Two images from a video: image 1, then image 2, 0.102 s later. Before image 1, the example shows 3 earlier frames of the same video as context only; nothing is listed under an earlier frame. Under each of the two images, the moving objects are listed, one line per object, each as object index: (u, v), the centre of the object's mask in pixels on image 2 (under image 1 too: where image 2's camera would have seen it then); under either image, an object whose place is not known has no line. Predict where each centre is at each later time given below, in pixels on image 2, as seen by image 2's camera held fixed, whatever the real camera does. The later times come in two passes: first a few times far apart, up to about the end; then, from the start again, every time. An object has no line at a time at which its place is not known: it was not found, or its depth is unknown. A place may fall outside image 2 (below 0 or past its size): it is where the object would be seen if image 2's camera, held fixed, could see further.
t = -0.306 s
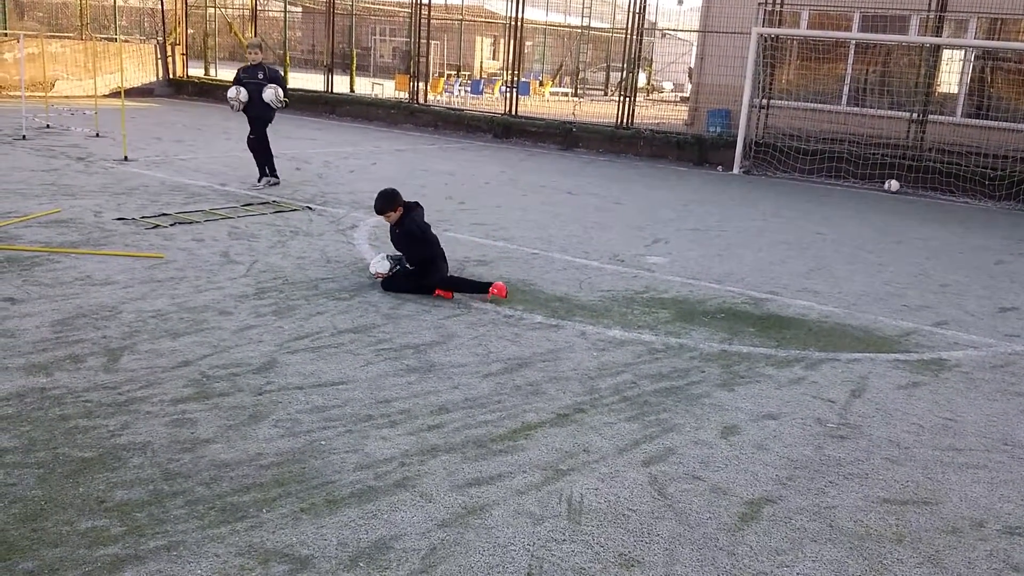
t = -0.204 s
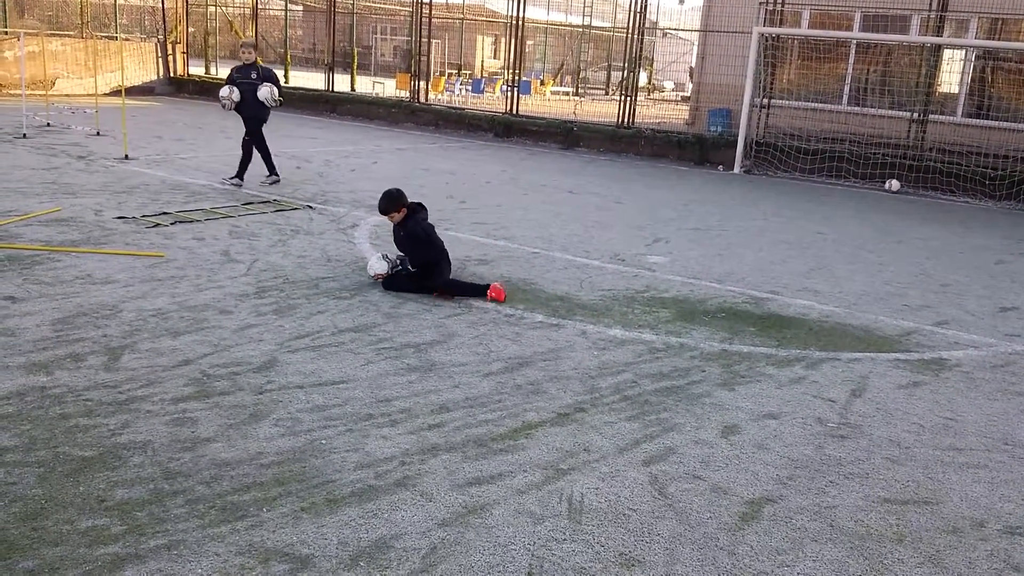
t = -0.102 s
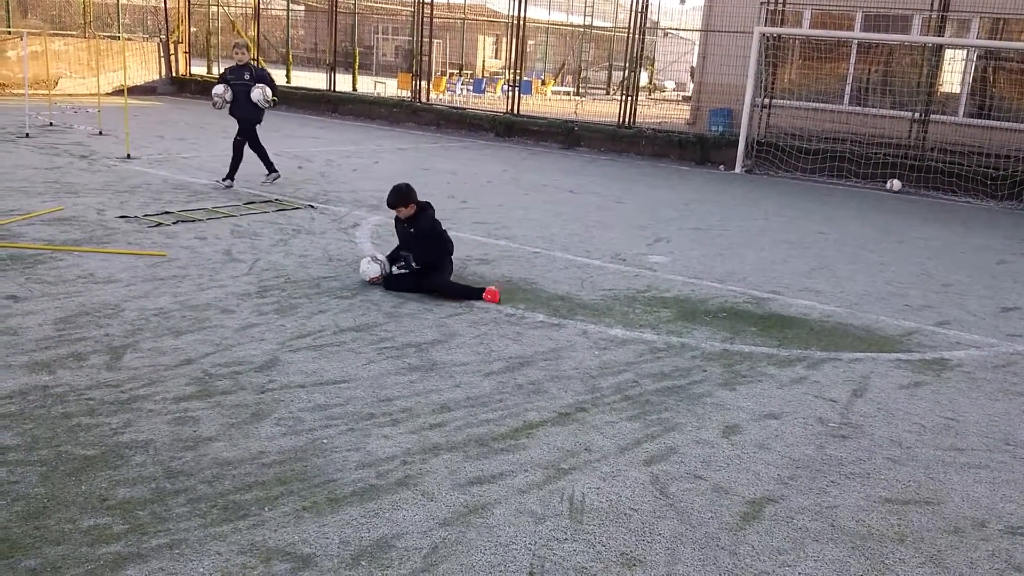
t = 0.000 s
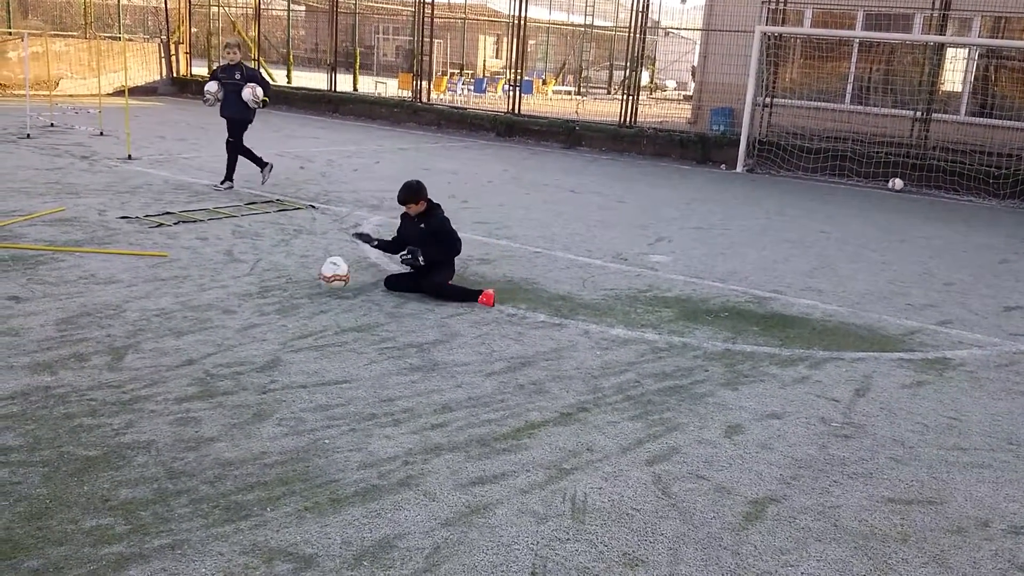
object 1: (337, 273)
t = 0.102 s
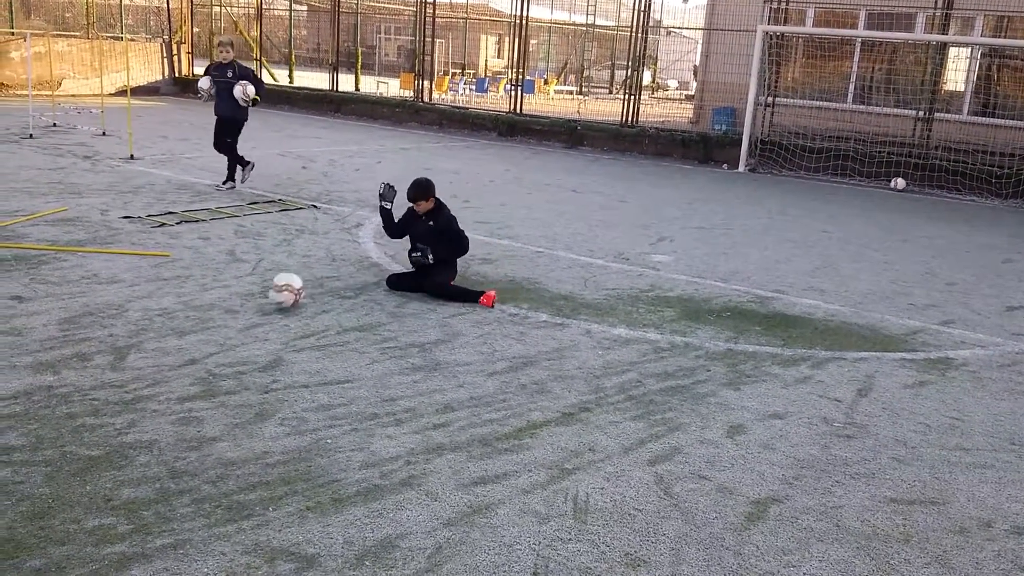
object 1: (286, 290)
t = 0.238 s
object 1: (214, 308)
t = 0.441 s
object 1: (99, 341)
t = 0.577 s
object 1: (17, 362)
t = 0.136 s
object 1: (268, 298)
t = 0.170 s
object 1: (251, 299)
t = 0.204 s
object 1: (233, 302)
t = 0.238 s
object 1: (214, 308)
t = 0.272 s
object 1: (193, 318)
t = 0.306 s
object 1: (175, 321)
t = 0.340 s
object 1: (157, 325)
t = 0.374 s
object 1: (139, 331)
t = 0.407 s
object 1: (119, 337)
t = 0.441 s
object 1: (99, 341)
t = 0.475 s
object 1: (77, 348)
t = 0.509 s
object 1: (57, 353)
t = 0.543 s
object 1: (35, 359)
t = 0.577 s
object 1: (17, 362)
